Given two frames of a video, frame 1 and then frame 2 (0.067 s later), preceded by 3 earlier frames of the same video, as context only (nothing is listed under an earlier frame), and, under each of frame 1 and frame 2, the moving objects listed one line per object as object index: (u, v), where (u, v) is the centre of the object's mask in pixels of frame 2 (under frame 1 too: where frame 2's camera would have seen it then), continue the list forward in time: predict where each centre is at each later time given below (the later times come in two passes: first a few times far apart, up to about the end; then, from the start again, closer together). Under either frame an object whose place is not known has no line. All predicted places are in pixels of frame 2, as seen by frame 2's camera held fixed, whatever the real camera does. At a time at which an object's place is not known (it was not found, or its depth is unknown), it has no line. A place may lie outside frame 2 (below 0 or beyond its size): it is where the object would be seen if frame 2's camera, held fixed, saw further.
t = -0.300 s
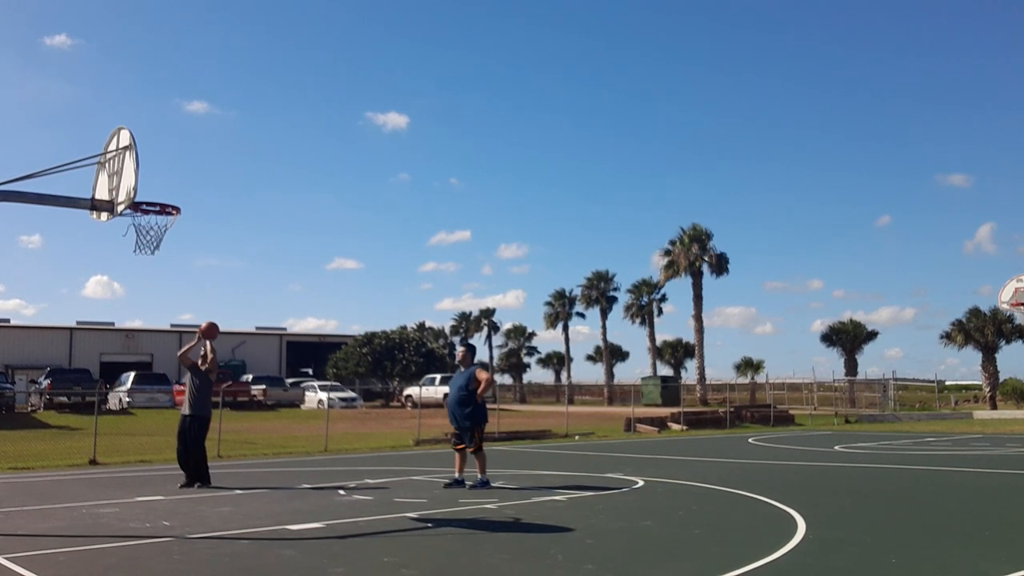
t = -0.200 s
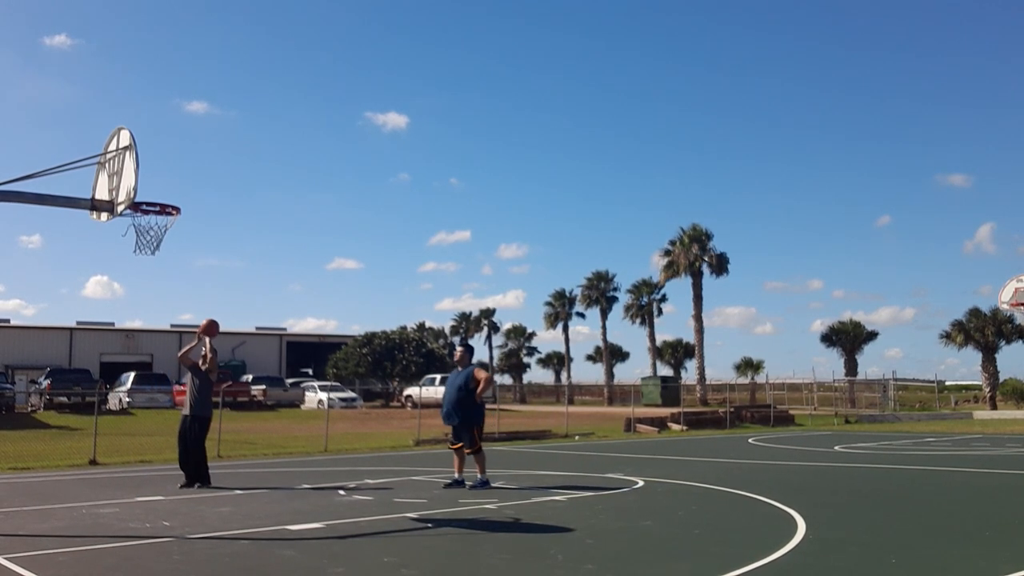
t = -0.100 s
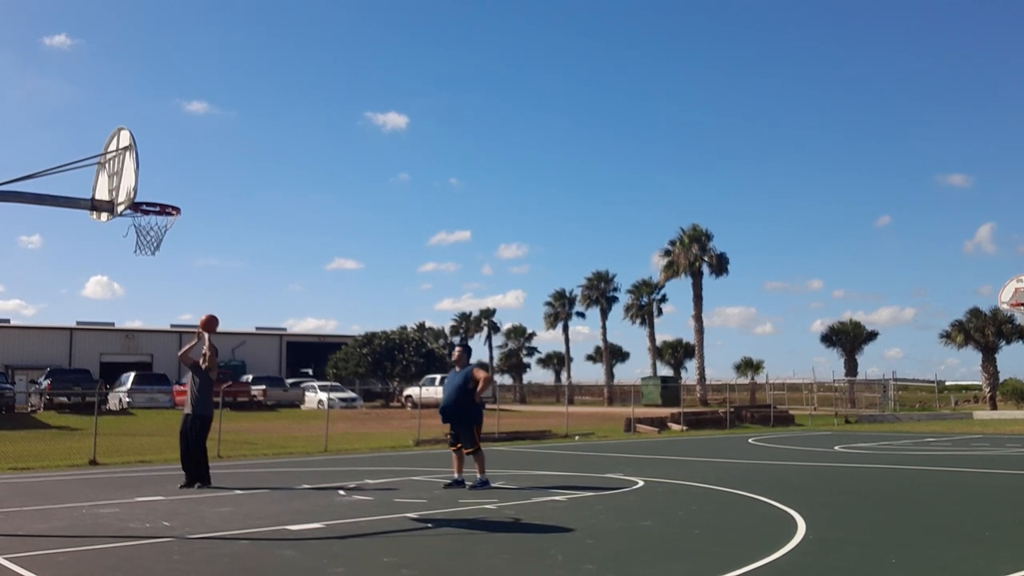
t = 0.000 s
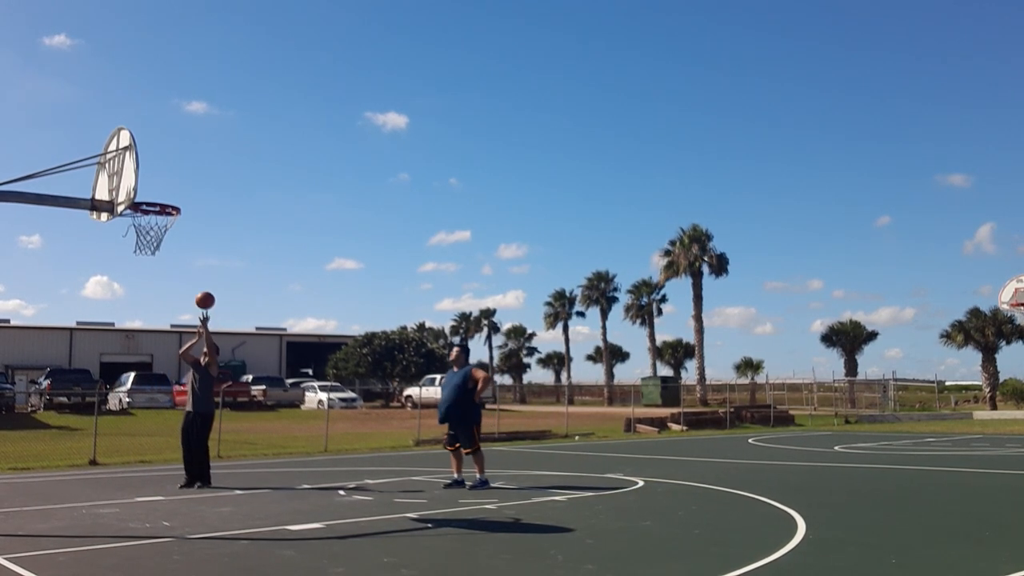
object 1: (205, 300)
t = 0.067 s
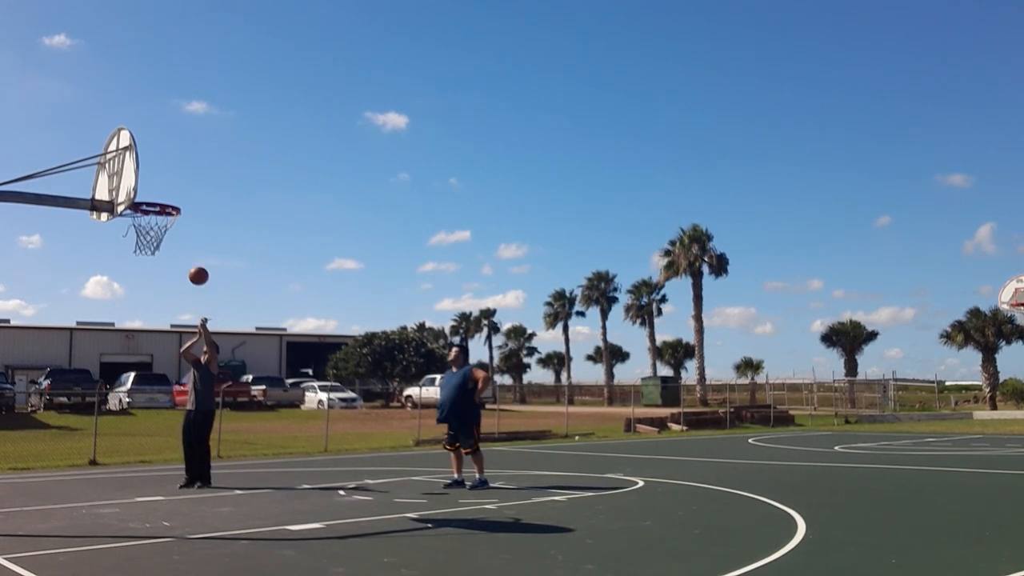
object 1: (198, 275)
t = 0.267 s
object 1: (178, 220)
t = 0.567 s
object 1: (140, 178)
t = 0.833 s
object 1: (160, 186)
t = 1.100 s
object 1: (219, 204)
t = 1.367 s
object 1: (275, 290)
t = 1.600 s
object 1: (318, 427)
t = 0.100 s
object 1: (195, 264)
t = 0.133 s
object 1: (191, 253)
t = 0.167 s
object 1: (187, 243)
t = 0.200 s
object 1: (184, 233)
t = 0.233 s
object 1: (180, 225)
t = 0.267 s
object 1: (178, 220)
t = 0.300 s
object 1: (174, 206)
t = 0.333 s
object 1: (167, 201)
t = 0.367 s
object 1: (163, 196)
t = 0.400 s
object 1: (158, 191)
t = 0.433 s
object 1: (153, 186)
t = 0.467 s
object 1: (148, 183)
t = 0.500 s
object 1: (145, 180)
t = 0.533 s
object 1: (143, 179)
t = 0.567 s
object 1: (140, 178)
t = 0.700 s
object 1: (139, 189)
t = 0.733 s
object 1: (142, 195)
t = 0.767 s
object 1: (147, 194)
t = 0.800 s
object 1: (153, 189)
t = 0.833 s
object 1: (160, 186)
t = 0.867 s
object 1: (168, 185)
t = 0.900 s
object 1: (176, 184)
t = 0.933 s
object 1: (183, 185)
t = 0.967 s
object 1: (191, 187)
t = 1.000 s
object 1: (198, 189)
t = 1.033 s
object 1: (205, 193)
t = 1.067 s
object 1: (212, 198)
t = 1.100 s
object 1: (219, 204)
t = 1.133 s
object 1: (227, 210)
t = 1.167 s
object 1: (234, 218)
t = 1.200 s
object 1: (241, 228)
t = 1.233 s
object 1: (248, 238)
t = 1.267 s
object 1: (255, 249)
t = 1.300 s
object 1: (262, 262)
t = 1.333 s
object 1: (268, 275)
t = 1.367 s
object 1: (275, 290)
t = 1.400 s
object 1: (281, 306)
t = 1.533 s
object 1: (306, 380)
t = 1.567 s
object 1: (312, 404)
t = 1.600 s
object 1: (318, 427)
